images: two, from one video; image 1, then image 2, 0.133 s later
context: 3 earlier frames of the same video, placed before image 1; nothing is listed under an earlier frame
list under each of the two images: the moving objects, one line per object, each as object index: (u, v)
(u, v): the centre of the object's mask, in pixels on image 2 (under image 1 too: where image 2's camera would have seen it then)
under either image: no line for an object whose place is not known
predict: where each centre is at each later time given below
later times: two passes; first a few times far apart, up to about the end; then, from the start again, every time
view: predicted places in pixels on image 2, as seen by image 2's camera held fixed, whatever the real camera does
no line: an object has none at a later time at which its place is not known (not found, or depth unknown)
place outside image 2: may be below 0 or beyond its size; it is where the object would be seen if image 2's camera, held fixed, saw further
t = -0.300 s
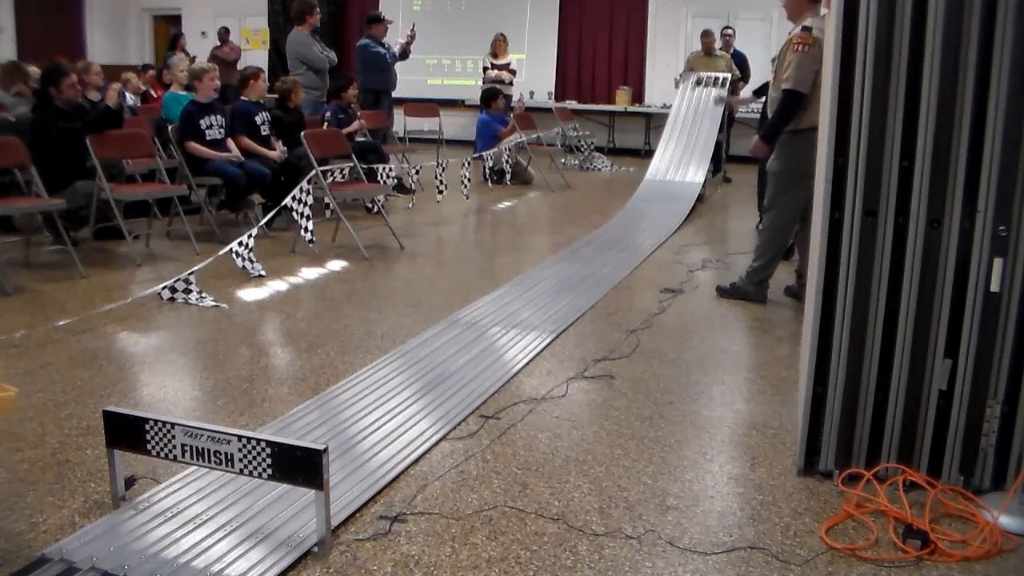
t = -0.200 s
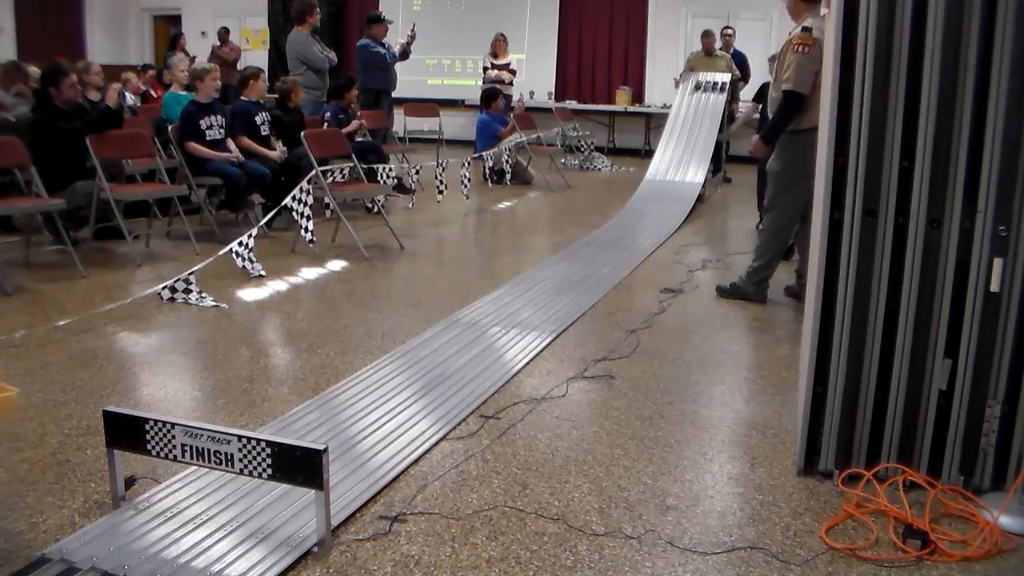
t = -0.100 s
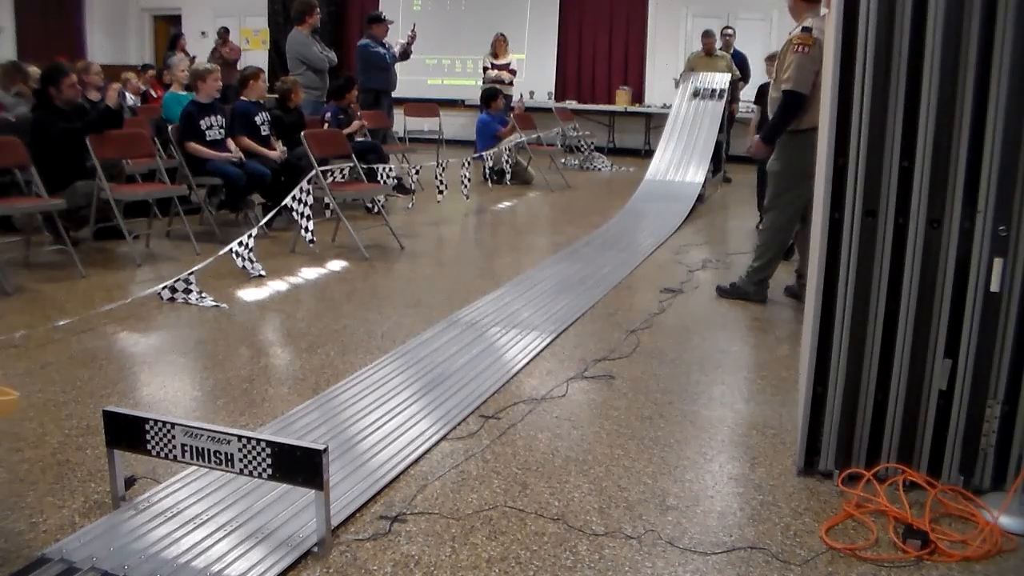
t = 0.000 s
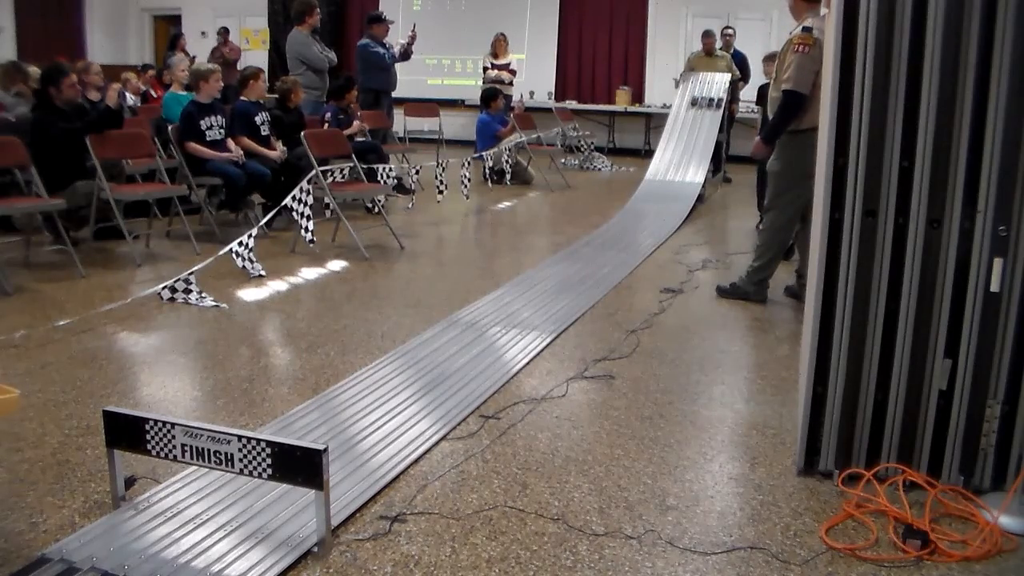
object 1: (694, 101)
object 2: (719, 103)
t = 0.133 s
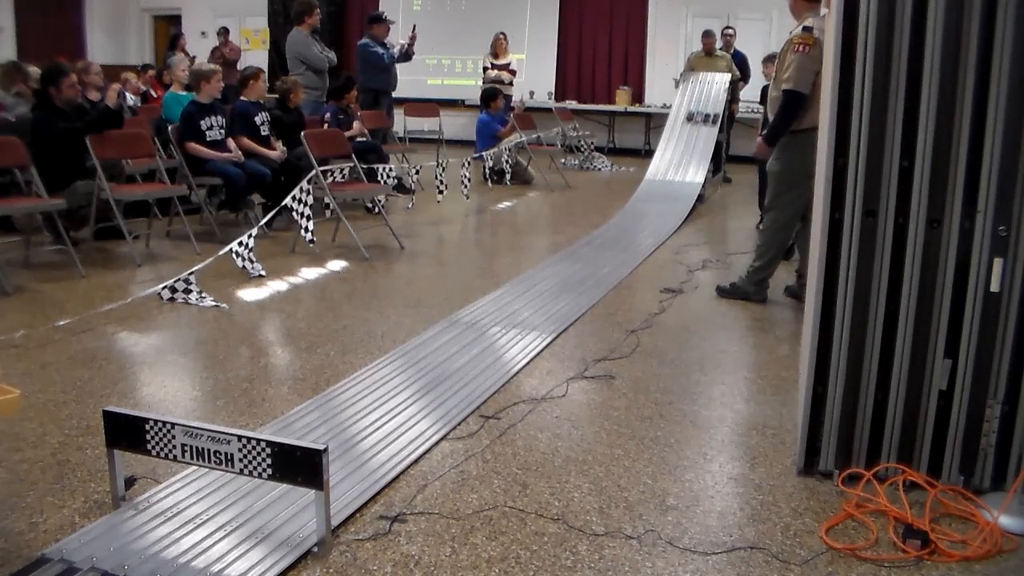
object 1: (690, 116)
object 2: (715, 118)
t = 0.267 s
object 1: (684, 135)
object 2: (710, 138)
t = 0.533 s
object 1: (668, 178)
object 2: (697, 181)
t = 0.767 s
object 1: (649, 209)
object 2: (680, 213)
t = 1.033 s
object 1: (621, 234)
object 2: (655, 239)
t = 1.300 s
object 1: (582, 261)
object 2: (621, 268)
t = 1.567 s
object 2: (572, 309)
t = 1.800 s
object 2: (505, 364)
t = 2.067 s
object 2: (381, 464)
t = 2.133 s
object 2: (343, 496)
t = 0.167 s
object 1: (689, 121)
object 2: (714, 123)
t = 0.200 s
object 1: (687, 125)
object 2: (713, 128)
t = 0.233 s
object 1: (686, 130)
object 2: (711, 133)
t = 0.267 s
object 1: (684, 135)
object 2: (710, 138)
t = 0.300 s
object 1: (683, 140)
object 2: (709, 143)
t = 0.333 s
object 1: (681, 145)
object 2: (707, 148)
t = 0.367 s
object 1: (679, 151)
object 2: (706, 153)
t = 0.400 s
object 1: (677, 156)
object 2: (704, 159)
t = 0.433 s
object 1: (675, 162)
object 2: (703, 165)
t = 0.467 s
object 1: (673, 167)
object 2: (700, 170)
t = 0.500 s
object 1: (671, 173)
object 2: (698, 176)
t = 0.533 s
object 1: (668, 178)
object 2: (697, 181)
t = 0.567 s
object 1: (666, 183)
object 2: (695, 187)
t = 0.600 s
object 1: (664, 188)
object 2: (692, 192)
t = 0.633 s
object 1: (660, 193)
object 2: (690, 197)
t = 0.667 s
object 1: (657, 197)
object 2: (688, 201)
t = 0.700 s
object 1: (655, 202)
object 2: (685, 205)
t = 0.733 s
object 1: (652, 206)
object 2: (682, 209)
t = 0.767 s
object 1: (649, 209)
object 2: (680, 213)
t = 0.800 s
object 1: (646, 213)
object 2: (677, 217)
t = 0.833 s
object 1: (643, 216)
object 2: (674, 220)
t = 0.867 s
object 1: (639, 219)
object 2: (672, 224)
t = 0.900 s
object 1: (636, 223)
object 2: (669, 227)
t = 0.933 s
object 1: (632, 225)
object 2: (665, 230)
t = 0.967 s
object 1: (628, 229)
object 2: (662, 233)
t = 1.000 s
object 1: (625, 232)
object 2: (659, 236)
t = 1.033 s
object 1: (621, 234)
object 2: (655, 239)
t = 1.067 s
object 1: (617, 237)
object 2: (652, 241)
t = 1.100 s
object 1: (612, 240)
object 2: (648, 245)
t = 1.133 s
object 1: (607, 243)
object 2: (645, 249)
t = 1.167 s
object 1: (602, 246)
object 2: (640, 252)
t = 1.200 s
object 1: (597, 250)
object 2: (636, 256)
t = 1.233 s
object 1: (593, 254)
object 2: (631, 260)
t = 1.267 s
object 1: (588, 257)
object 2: (626, 264)
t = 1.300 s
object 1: (582, 261)
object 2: (621, 268)
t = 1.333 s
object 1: (577, 265)
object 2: (615, 273)
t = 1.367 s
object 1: (570, 269)
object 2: (610, 277)
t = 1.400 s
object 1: (564, 273)
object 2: (605, 282)
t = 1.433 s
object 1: (557, 277)
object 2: (599, 287)
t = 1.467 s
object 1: (551, 282)
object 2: (593, 292)
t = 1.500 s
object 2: (587, 298)
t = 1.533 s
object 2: (579, 303)
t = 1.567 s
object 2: (572, 309)
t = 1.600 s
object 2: (565, 315)
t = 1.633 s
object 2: (557, 321)
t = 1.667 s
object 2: (547, 329)
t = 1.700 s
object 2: (538, 337)
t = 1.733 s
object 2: (528, 345)
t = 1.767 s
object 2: (516, 354)
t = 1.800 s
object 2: (505, 364)
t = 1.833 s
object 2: (493, 373)
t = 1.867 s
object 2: (481, 384)
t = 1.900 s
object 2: (467, 395)
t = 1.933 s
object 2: (452, 407)
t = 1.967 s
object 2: (437, 420)
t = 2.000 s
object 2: (419, 434)
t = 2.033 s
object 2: (400, 448)
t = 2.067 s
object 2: (381, 464)
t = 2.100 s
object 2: (359, 481)
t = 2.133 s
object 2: (343, 496)
